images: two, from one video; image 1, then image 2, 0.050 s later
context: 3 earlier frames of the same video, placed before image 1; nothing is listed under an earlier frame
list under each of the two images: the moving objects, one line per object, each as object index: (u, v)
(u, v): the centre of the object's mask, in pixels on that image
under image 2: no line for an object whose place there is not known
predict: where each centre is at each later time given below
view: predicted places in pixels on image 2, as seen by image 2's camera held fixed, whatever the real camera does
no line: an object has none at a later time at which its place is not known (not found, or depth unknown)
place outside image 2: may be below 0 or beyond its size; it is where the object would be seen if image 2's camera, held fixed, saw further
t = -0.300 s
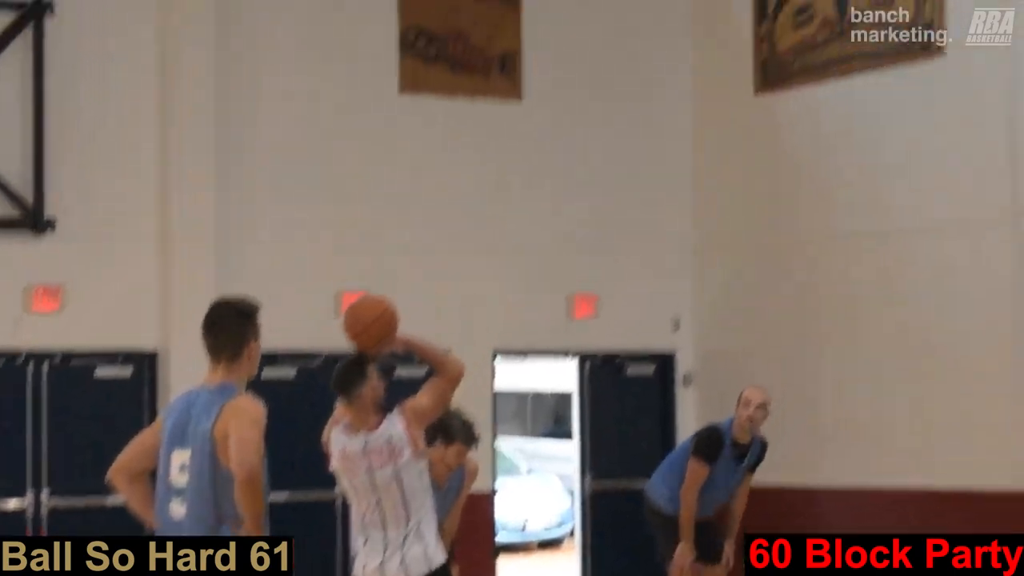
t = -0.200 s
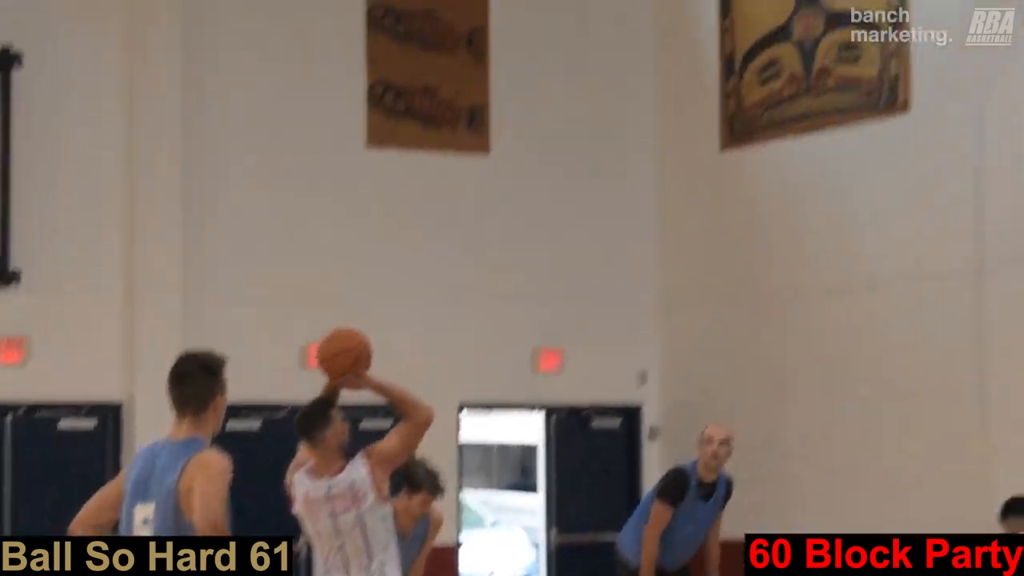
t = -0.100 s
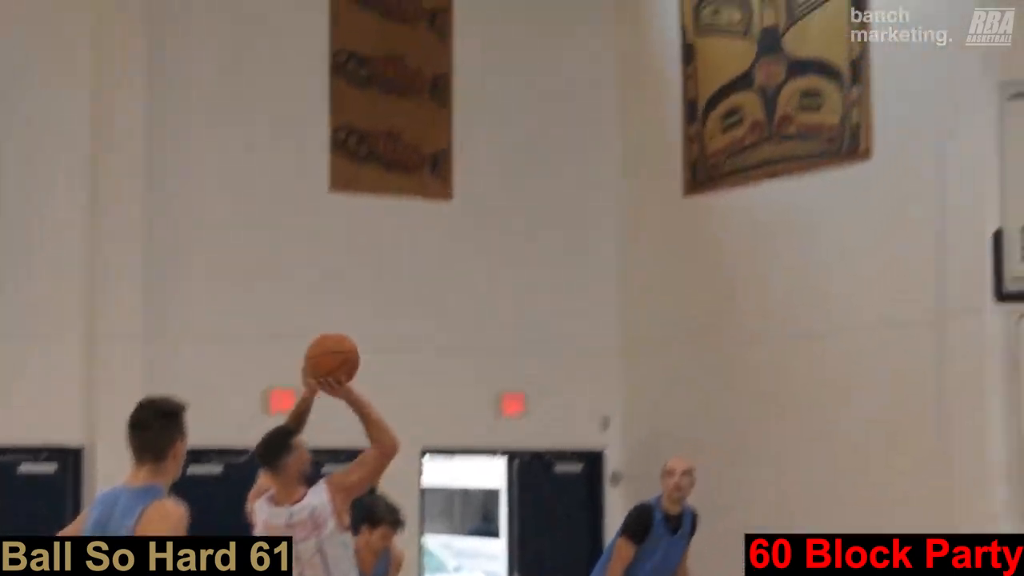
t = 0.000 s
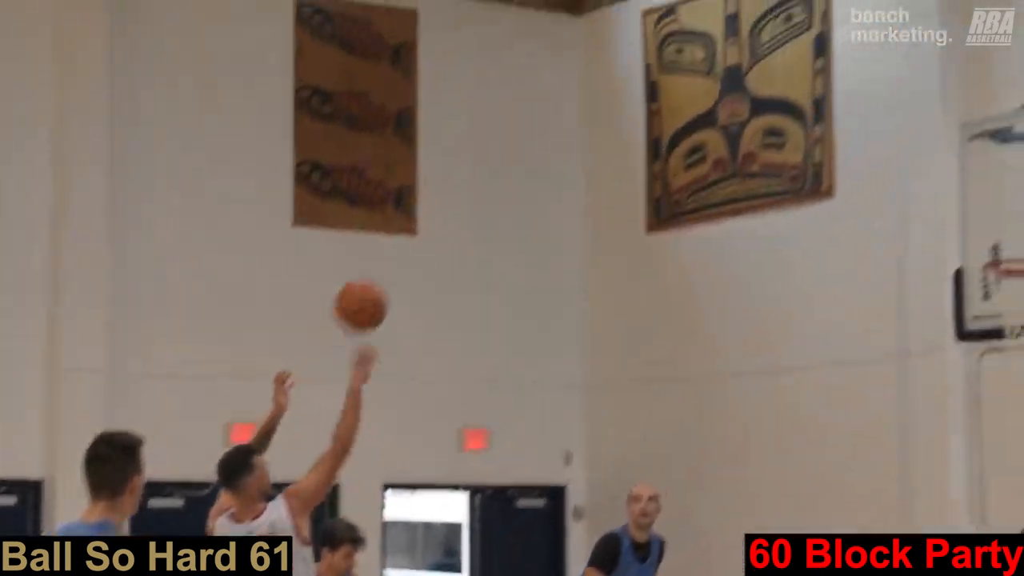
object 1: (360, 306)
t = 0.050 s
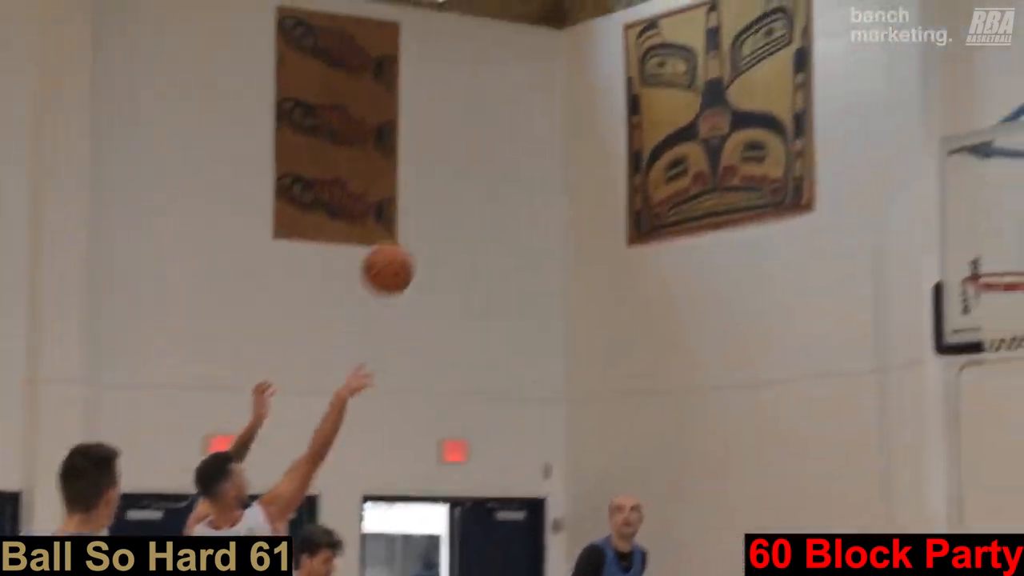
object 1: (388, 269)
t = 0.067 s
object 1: (403, 253)
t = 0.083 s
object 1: (417, 240)
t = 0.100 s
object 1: (433, 226)
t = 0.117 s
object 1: (447, 213)
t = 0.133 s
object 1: (462, 202)
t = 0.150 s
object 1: (476, 189)
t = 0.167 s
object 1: (490, 179)
